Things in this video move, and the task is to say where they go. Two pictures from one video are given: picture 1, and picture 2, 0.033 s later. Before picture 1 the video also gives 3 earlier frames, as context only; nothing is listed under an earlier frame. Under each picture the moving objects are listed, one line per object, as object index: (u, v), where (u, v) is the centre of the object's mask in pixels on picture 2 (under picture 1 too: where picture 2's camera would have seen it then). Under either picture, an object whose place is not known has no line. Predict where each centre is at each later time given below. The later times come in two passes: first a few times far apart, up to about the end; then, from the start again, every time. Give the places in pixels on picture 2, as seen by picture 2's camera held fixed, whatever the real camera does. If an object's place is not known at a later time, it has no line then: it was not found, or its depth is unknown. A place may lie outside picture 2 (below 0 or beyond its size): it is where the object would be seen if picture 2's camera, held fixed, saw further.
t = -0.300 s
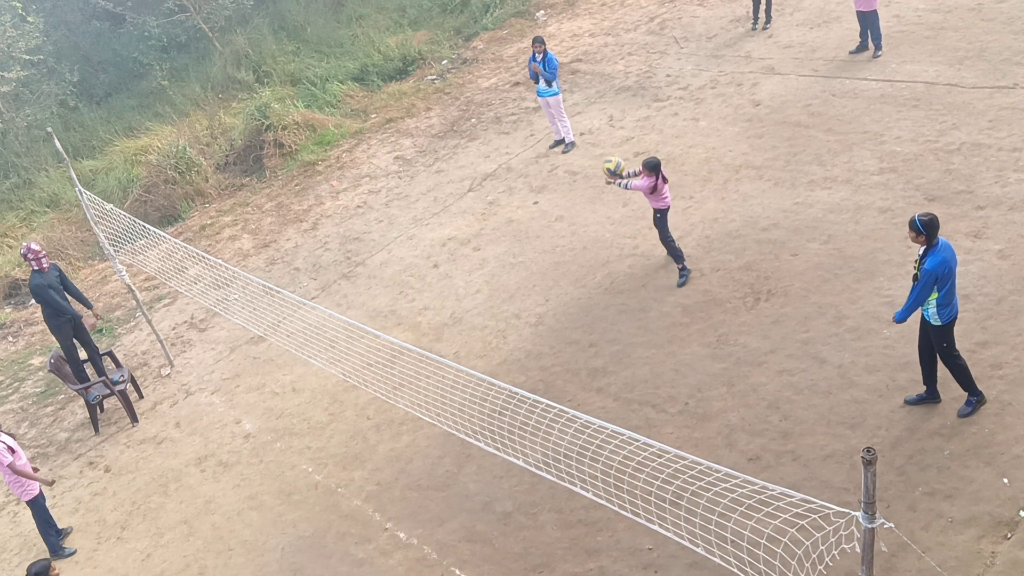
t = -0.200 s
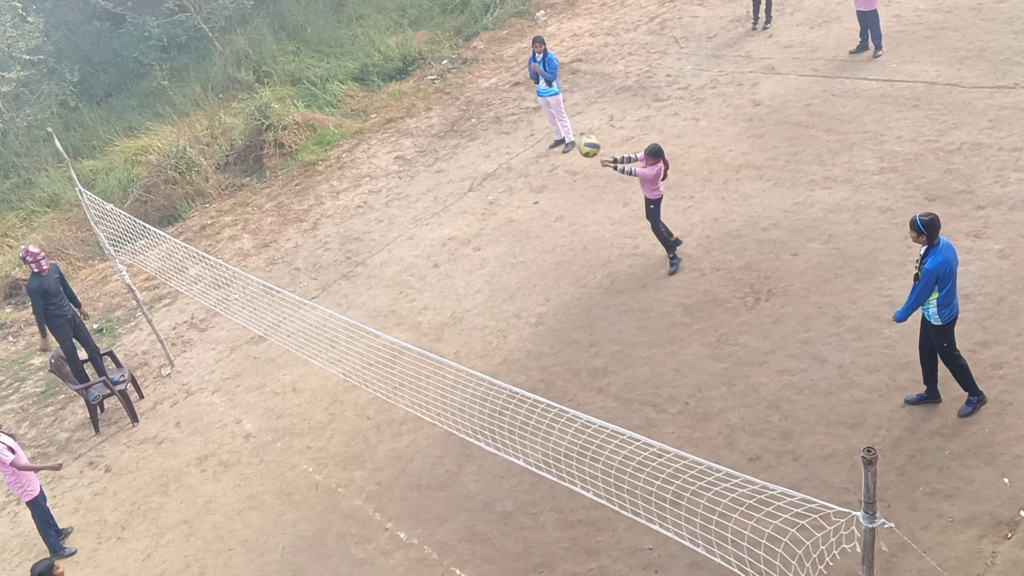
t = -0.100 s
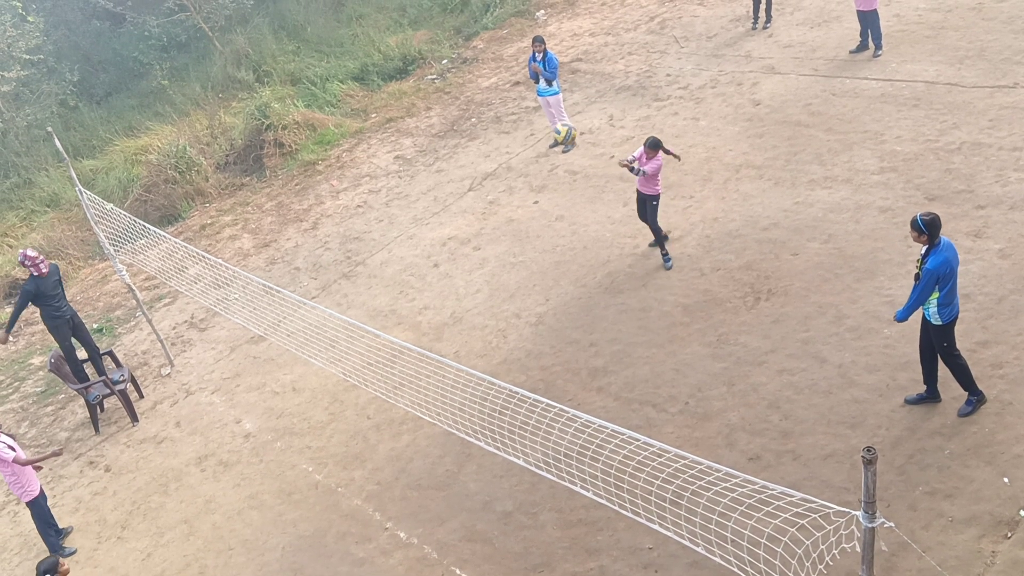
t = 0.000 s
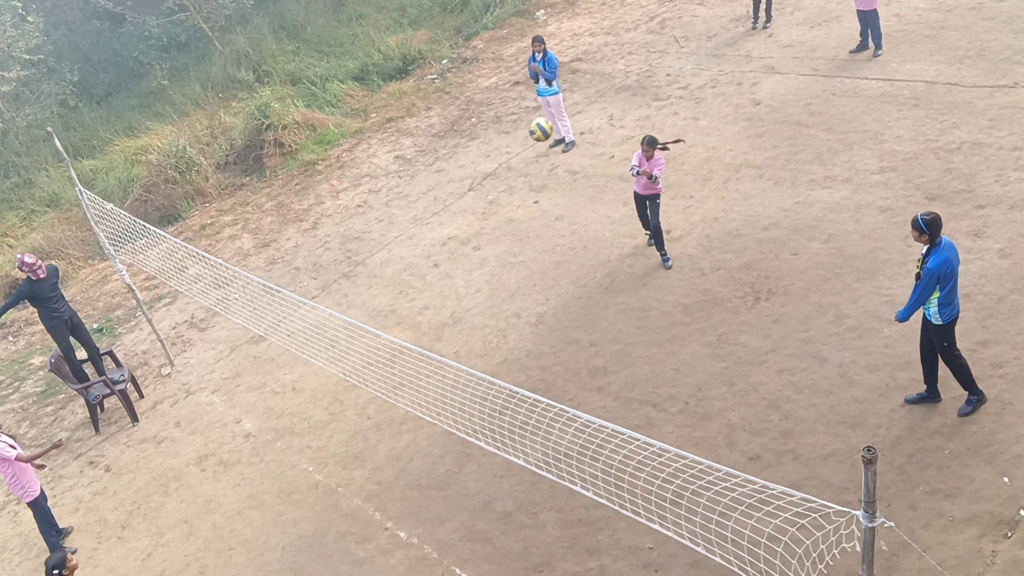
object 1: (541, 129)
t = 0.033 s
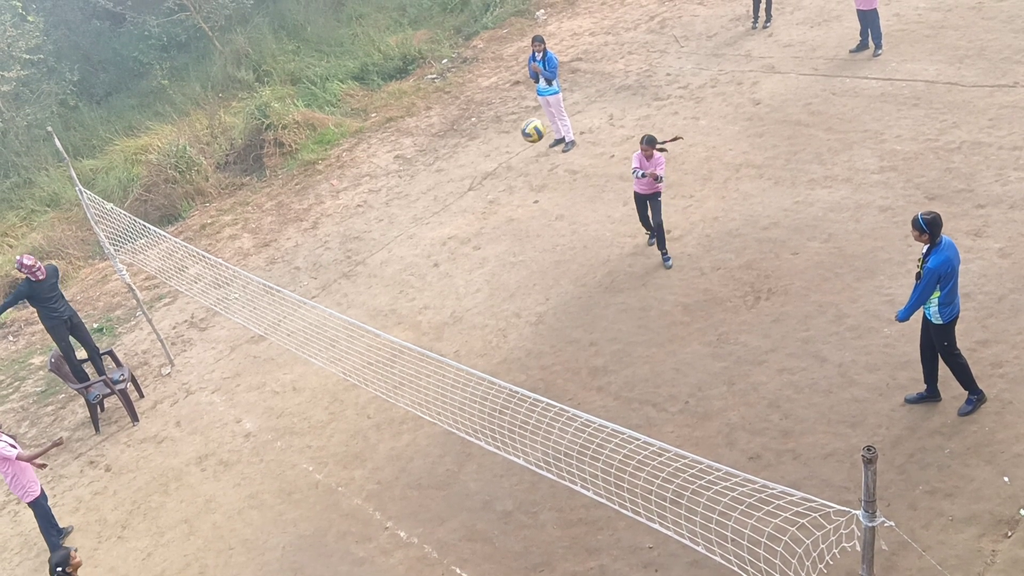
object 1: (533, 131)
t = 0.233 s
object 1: (495, 164)
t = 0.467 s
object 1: (464, 261)
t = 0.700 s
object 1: (455, 415)
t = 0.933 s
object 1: (426, 478)
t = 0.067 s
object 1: (526, 133)
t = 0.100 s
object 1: (519, 137)
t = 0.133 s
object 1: (512, 142)
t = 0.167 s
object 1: (506, 148)
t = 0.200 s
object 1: (501, 156)
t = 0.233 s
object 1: (495, 164)
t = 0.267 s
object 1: (490, 174)
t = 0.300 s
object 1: (484, 186)
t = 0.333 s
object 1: (479, 198)
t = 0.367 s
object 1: (475, 212)
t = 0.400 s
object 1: (470, 227)
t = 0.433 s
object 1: (467, 244)
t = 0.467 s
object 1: (464, 261)
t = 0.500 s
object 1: (461, 280)
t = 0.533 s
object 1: (459, 300)
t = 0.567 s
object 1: (458, 321)
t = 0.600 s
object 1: (456, 343)
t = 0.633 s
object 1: (457, 365)
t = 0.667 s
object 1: (457, 391)
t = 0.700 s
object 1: (455, 415)
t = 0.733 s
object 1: (453, 442)
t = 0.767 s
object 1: (456, 465)
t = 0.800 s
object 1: (457, 494)
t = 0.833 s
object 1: (449, 490)
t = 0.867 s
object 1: (441, 485)
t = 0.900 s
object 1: (433, 481)
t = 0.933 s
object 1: (426, 478)
